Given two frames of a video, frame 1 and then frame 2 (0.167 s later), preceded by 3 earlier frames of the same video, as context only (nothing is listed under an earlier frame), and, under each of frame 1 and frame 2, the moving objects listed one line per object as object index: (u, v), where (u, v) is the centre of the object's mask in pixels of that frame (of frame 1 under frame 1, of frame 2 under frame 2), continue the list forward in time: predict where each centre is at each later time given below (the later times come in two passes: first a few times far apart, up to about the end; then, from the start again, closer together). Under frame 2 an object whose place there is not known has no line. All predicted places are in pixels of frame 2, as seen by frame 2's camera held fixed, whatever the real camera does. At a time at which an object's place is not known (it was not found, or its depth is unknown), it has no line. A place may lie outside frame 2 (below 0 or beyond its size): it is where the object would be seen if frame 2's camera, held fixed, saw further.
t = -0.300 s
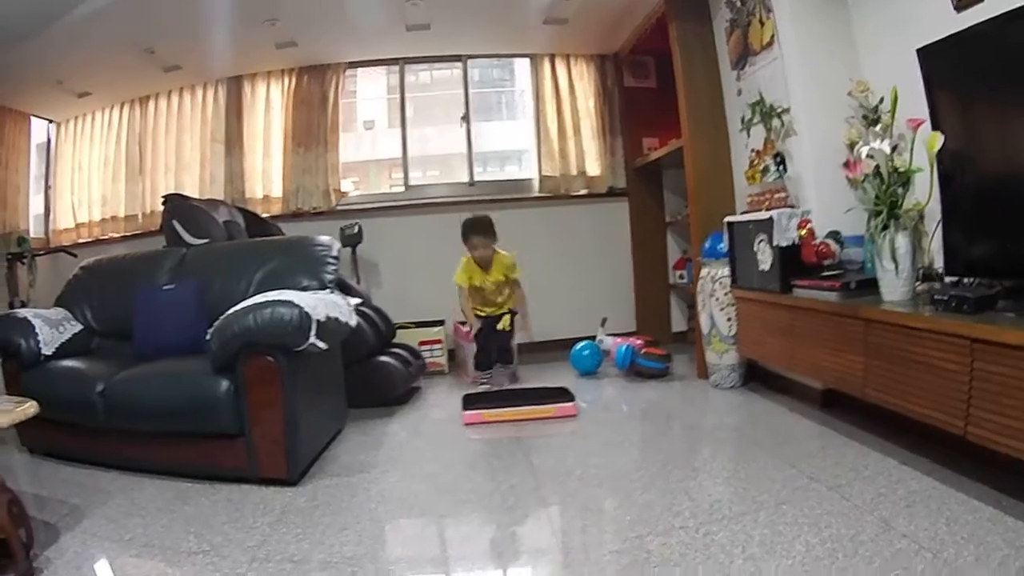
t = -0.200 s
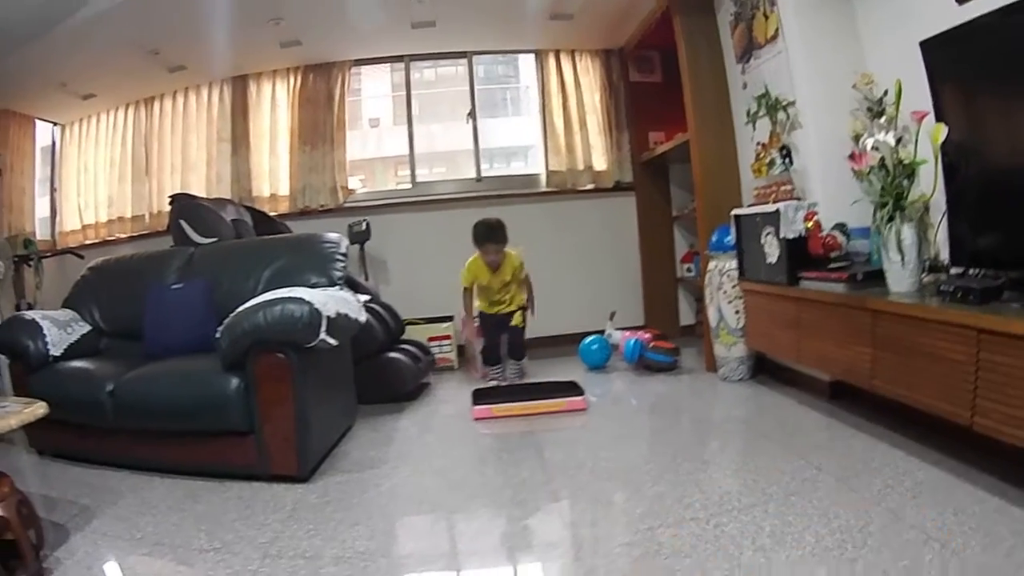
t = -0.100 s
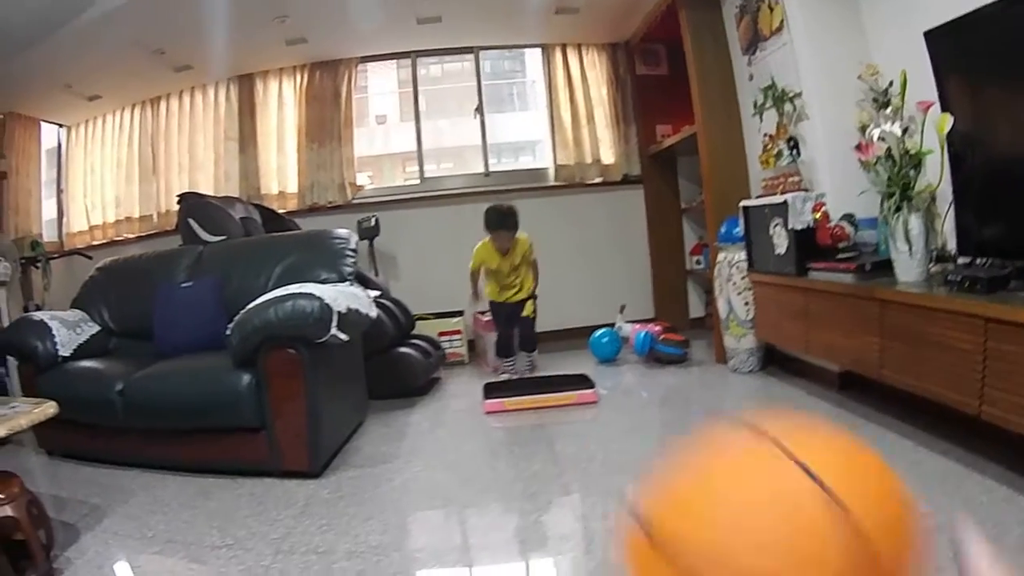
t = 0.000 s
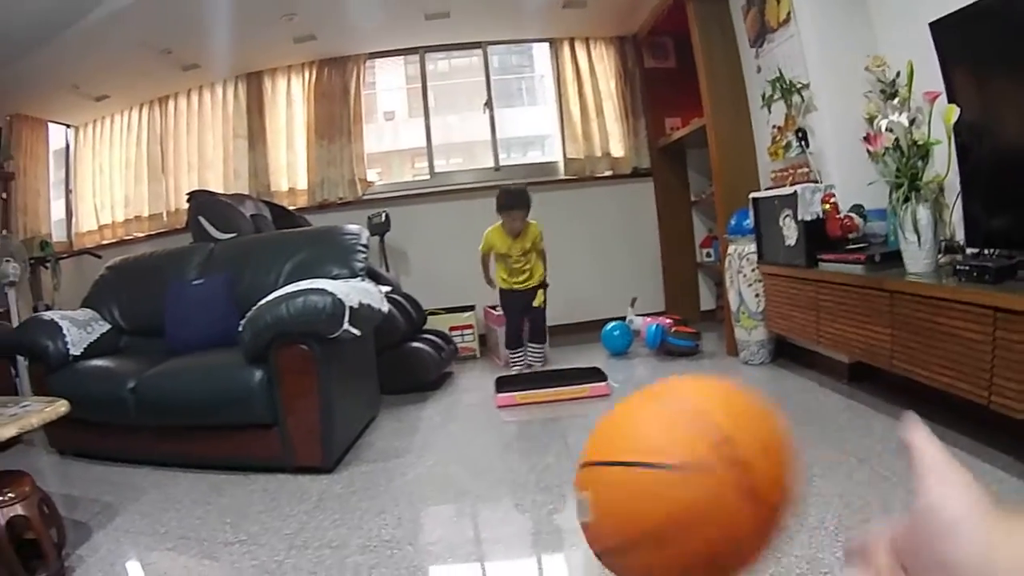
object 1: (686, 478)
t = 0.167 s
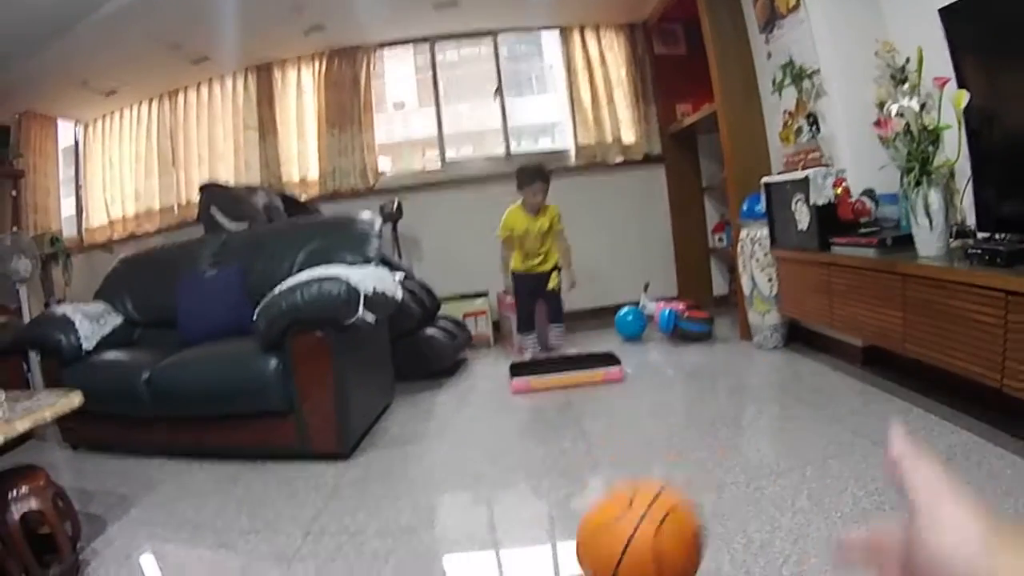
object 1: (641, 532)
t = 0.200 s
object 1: (634, 552)
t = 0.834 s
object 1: (520, 430)
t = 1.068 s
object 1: (489, 388)
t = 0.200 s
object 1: (634, 552)
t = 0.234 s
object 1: (629, 564)
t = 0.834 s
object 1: (520, 430)
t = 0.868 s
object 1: (514, 413)
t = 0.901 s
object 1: (508, 400)
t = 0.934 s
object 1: (503, 390)
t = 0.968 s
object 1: (498, 384)
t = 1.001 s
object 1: (495, 382)
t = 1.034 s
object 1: (491, 383)
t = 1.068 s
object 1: (489, 388)
